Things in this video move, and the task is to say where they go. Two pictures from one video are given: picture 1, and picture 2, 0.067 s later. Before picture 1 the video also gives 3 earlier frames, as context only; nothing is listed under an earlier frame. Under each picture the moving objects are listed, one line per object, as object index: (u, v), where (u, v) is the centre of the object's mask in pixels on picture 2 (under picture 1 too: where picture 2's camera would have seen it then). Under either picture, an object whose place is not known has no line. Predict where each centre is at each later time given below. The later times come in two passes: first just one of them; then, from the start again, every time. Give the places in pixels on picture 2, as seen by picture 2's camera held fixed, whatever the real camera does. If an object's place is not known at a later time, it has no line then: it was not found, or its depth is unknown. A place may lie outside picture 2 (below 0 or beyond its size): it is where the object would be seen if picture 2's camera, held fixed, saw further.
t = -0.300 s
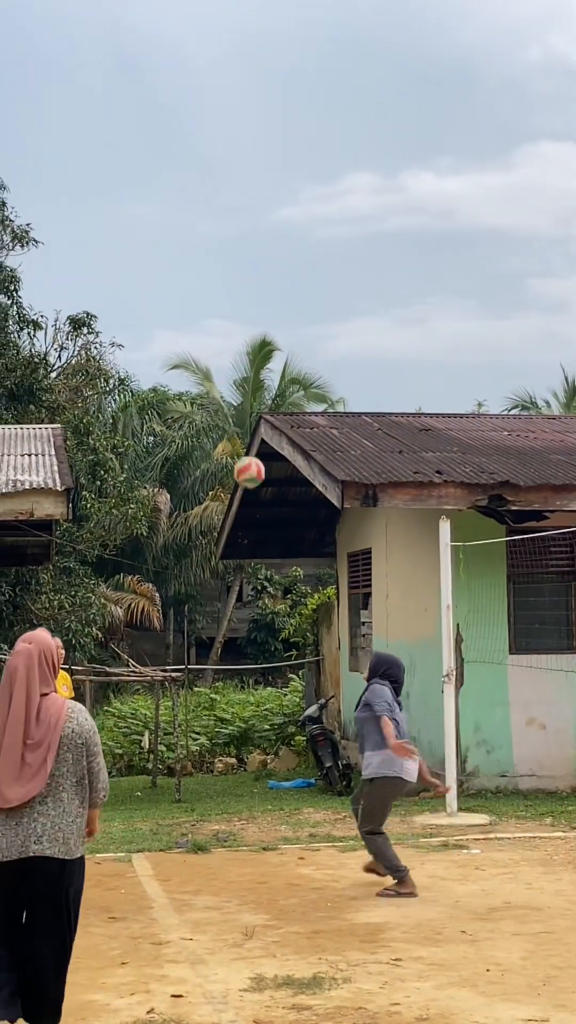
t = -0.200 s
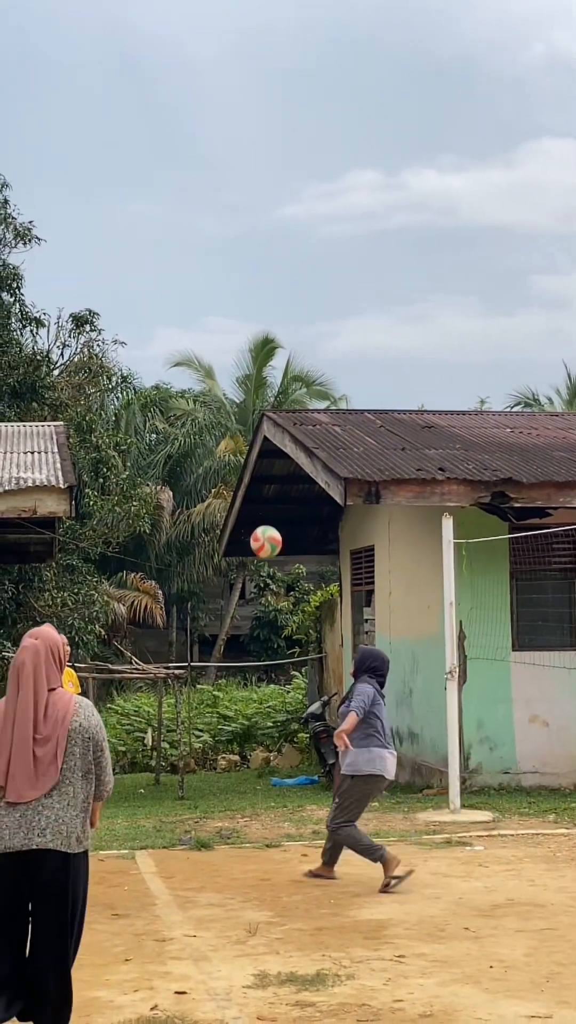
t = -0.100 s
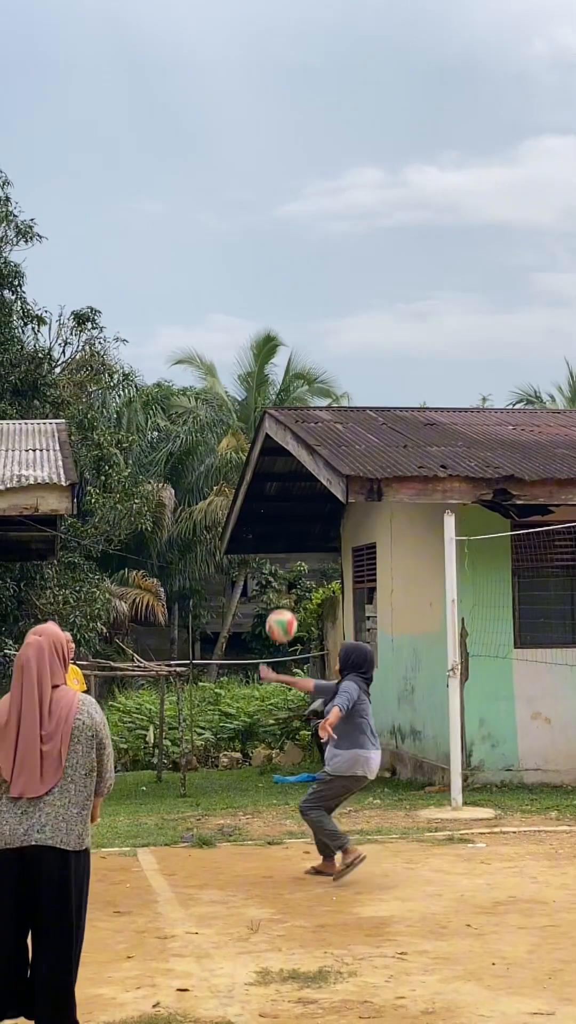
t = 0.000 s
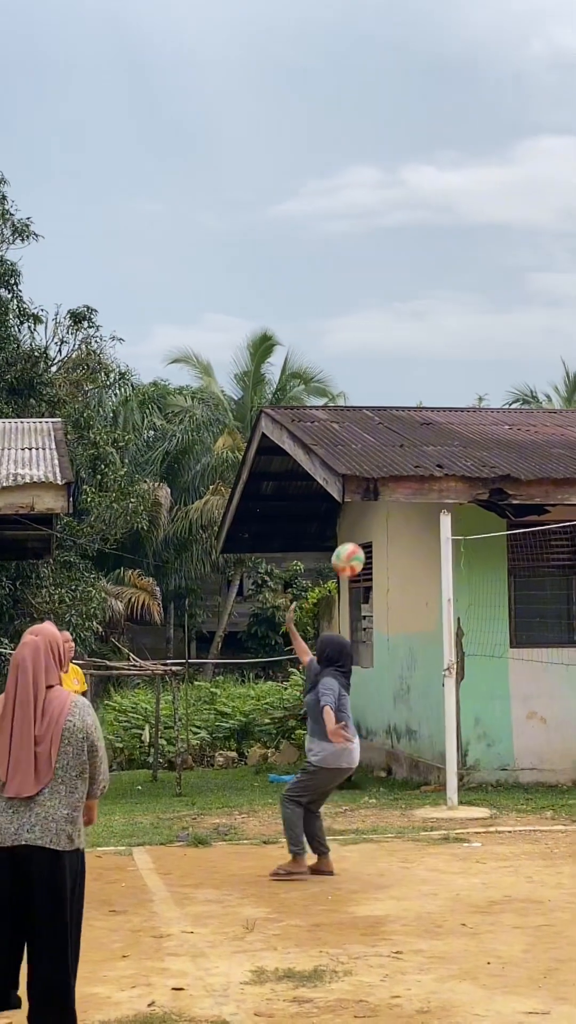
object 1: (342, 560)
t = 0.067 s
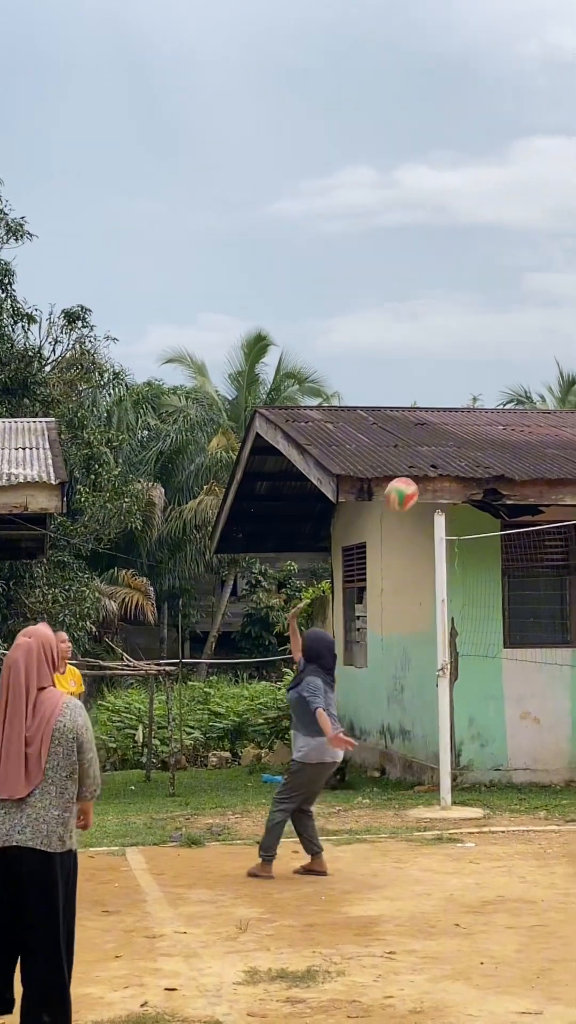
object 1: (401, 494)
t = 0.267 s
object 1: (590, 331)
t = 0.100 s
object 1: (432, 463)
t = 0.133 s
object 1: (463, 434)
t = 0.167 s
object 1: (494, 408)
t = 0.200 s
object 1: (526, 381)
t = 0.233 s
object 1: (558, 355)
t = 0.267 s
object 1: (590, 331)
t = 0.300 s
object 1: (624, 307)
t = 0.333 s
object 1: (658, 285)
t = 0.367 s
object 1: (691, 264)
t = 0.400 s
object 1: (724, 248)
